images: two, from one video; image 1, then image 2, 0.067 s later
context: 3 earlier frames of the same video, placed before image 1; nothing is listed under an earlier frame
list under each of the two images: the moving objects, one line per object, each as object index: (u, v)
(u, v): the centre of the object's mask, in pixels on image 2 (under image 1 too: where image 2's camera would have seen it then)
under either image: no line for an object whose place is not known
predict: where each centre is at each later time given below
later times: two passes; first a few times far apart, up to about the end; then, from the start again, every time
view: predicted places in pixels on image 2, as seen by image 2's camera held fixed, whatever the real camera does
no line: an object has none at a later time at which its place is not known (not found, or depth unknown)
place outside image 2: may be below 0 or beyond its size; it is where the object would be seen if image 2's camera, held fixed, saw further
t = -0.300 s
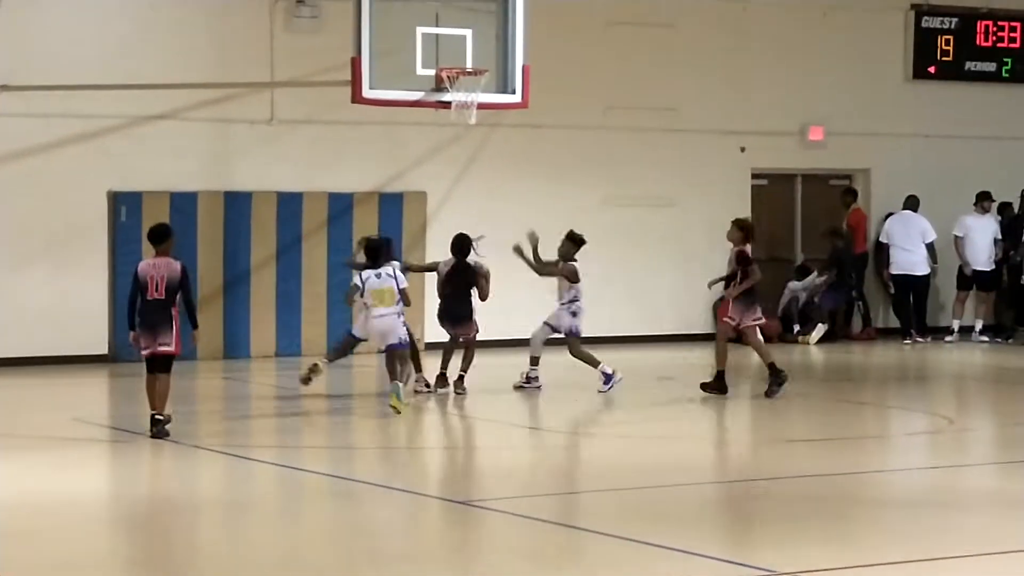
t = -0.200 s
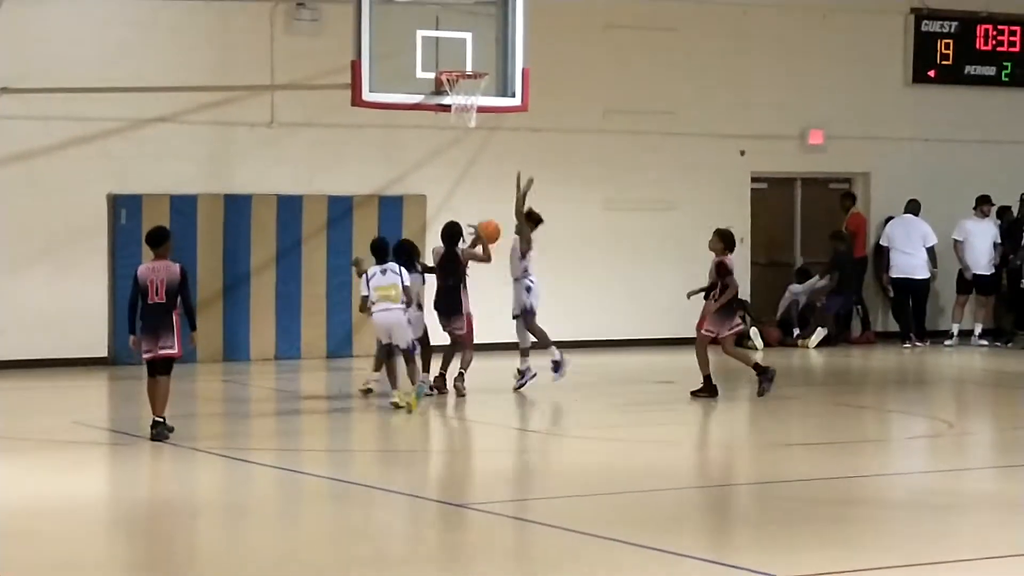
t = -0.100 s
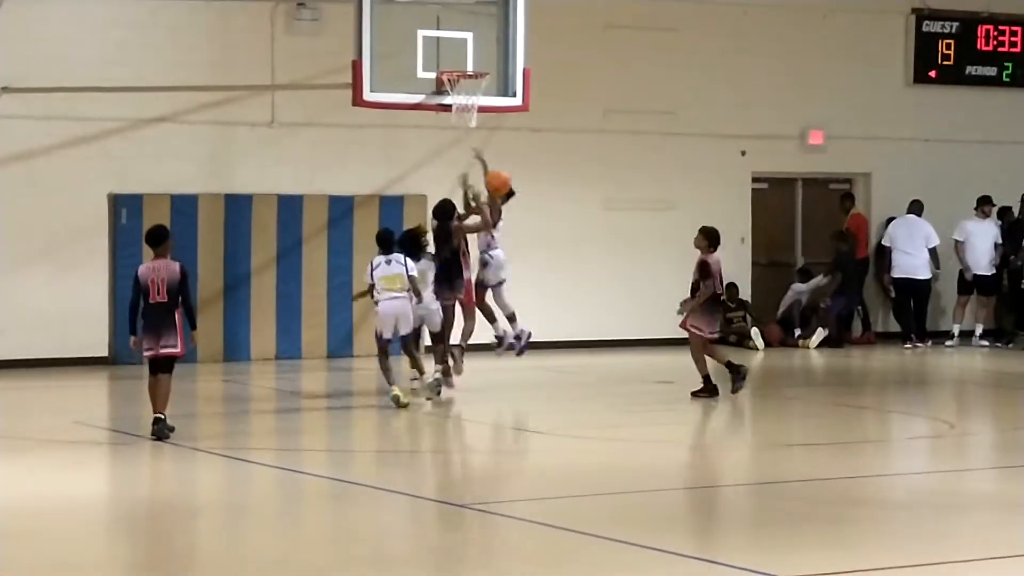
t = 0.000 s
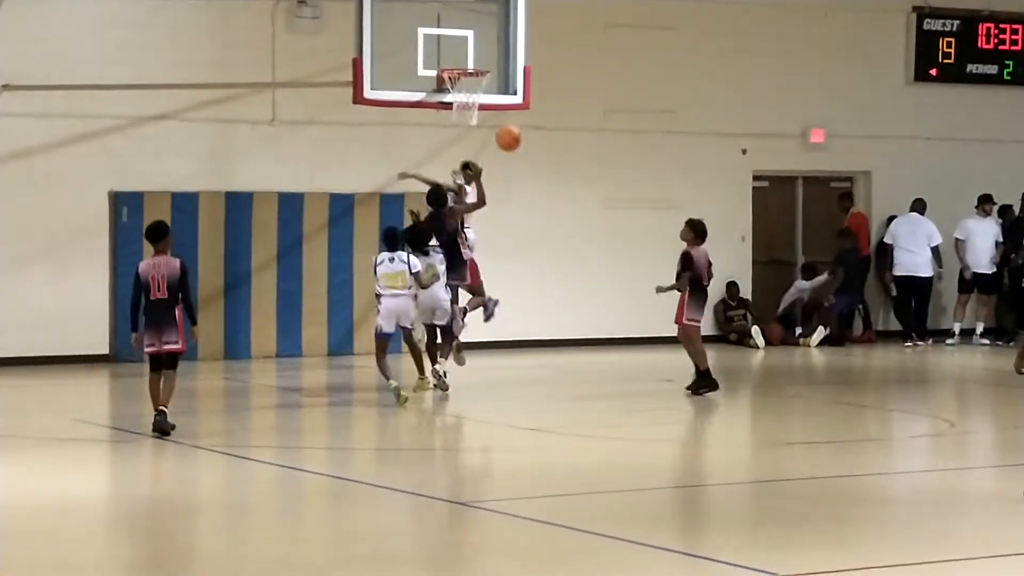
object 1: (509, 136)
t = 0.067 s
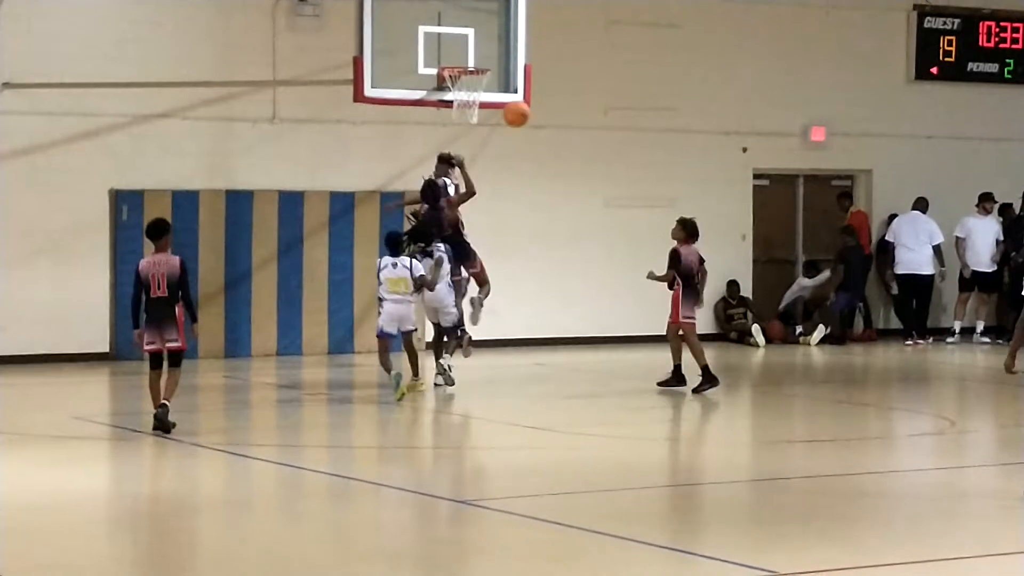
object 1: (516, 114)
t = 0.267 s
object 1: (537, 73)
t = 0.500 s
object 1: (561, 81)
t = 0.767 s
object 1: (591, 170)
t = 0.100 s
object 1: (520, 104)
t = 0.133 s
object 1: (523, 95)
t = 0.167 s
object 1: (527, 88)
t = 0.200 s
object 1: (530, 82)
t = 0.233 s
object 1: (534, 77)
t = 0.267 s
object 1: (537, 73)
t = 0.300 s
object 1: (540, 70)
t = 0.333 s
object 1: (543, 69)
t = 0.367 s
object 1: (547, 69)
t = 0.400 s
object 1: (550, 70)
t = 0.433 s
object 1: (554, 72)
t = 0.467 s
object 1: (557, 75)
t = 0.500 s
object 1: (561, 81)
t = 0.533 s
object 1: (565, 87)
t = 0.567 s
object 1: (569, 94)
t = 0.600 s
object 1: (572, 103)
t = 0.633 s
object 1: (576, 114)
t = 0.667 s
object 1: (580, 125)
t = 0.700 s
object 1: (584, 139)
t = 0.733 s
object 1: (588, 153)
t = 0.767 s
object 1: (591, 170)
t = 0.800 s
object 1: (595, 187)
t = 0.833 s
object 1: (600, 206)
